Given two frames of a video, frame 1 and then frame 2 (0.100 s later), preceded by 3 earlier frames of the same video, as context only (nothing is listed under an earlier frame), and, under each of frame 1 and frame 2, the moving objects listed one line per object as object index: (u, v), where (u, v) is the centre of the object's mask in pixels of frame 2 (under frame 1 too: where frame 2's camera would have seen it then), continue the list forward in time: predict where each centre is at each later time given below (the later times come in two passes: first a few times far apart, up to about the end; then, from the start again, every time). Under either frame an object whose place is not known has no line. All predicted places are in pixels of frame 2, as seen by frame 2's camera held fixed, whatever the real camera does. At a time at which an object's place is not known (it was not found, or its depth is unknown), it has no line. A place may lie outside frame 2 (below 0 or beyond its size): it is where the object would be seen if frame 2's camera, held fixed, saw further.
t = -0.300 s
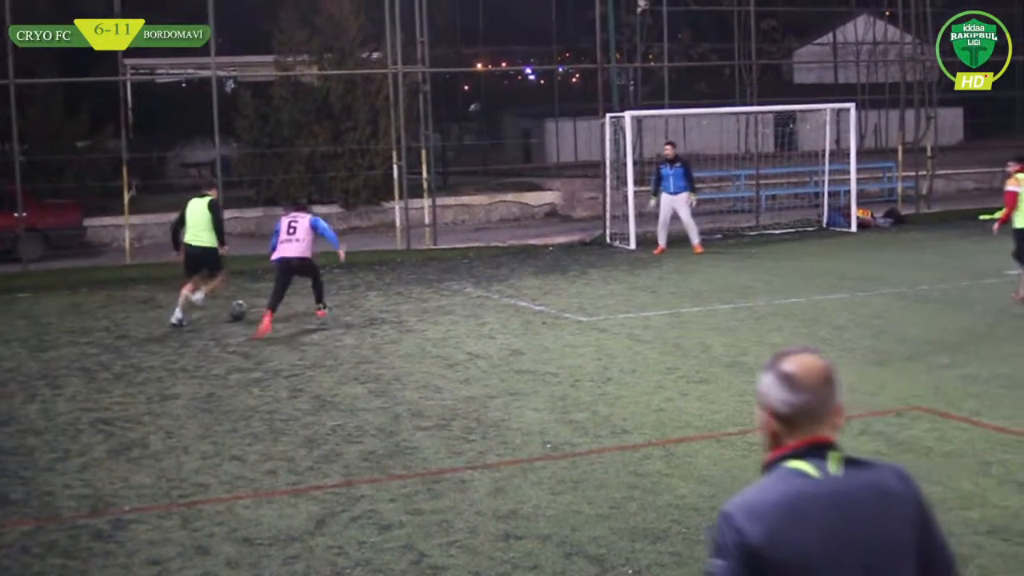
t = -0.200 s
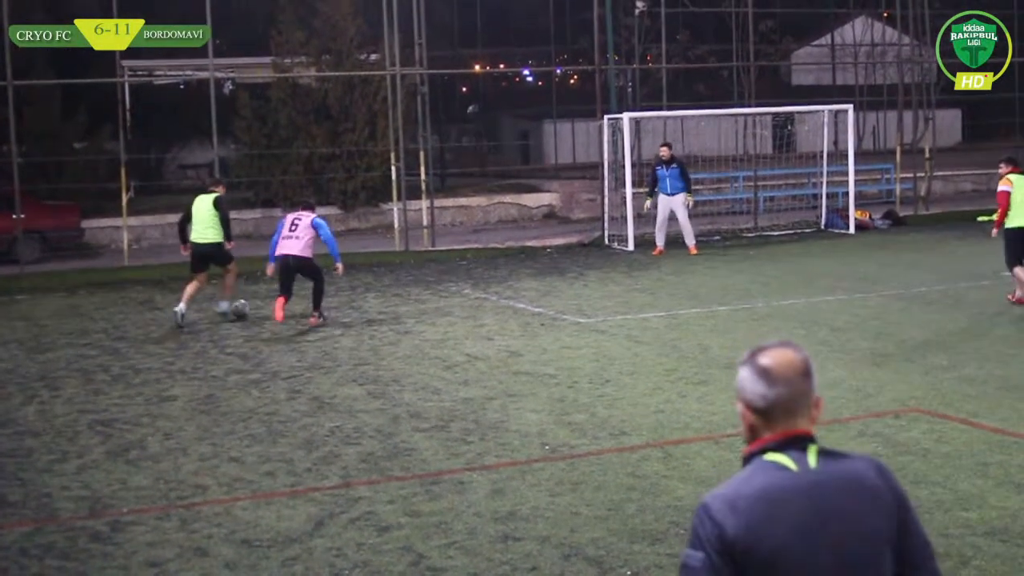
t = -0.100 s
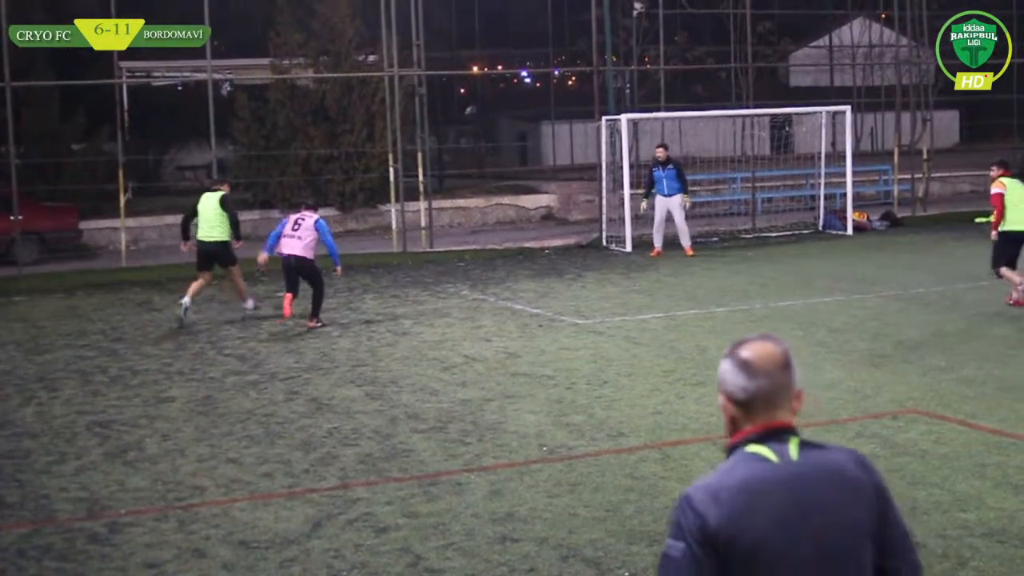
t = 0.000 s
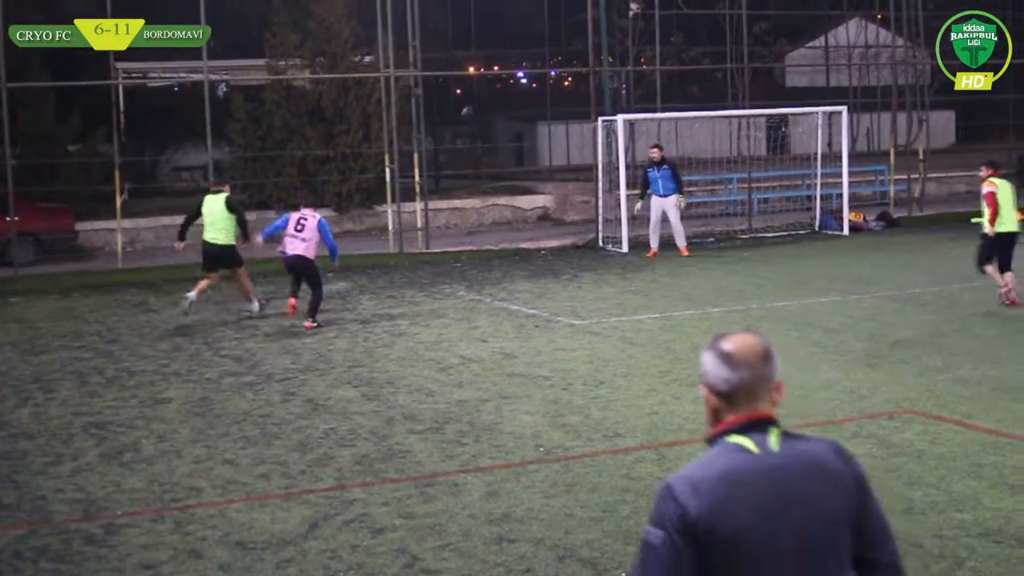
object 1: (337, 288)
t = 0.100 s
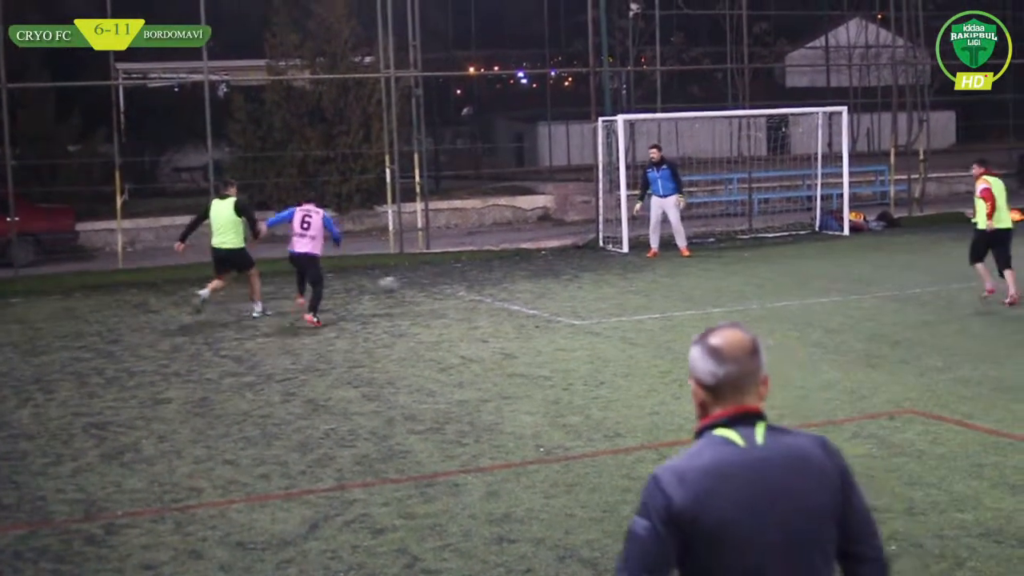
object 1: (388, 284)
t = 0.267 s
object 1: (467, 279)
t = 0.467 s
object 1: (557, 279)
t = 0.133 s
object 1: (402, 282)
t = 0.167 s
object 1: (417, 282)
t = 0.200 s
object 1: (433, 281)
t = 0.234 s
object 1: (450, 279)
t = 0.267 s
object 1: (467, 279)
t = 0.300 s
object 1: (481, 278)
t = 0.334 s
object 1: (496, 277)
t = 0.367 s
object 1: (513, 279)
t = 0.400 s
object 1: (528, 279)
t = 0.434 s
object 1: (543, 280)
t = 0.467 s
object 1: (557, 279)
